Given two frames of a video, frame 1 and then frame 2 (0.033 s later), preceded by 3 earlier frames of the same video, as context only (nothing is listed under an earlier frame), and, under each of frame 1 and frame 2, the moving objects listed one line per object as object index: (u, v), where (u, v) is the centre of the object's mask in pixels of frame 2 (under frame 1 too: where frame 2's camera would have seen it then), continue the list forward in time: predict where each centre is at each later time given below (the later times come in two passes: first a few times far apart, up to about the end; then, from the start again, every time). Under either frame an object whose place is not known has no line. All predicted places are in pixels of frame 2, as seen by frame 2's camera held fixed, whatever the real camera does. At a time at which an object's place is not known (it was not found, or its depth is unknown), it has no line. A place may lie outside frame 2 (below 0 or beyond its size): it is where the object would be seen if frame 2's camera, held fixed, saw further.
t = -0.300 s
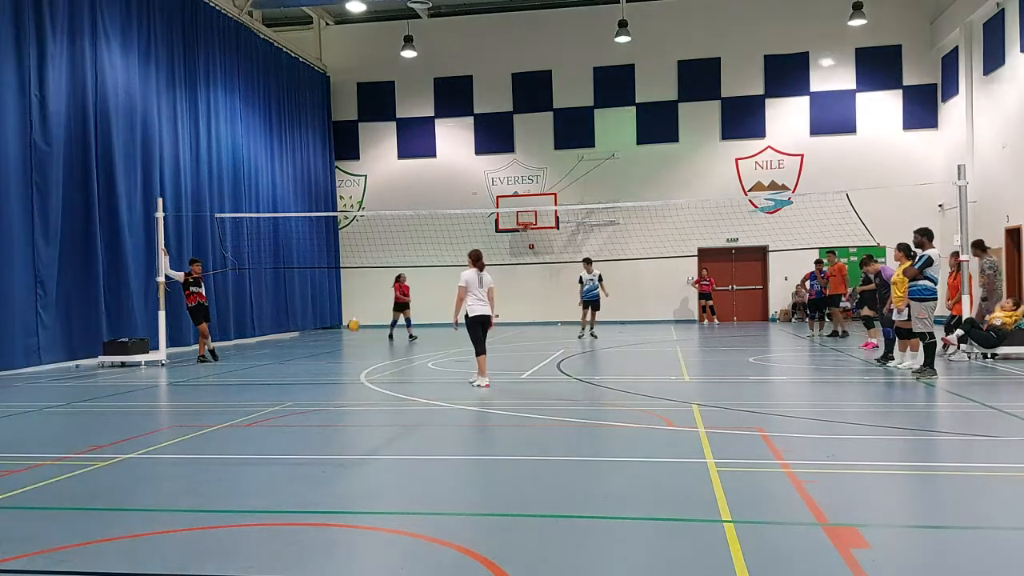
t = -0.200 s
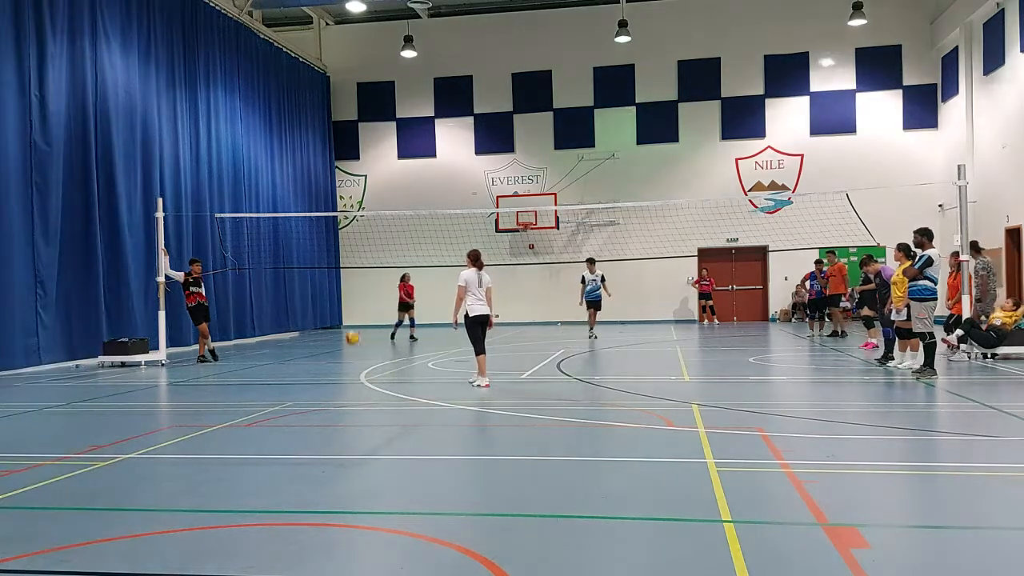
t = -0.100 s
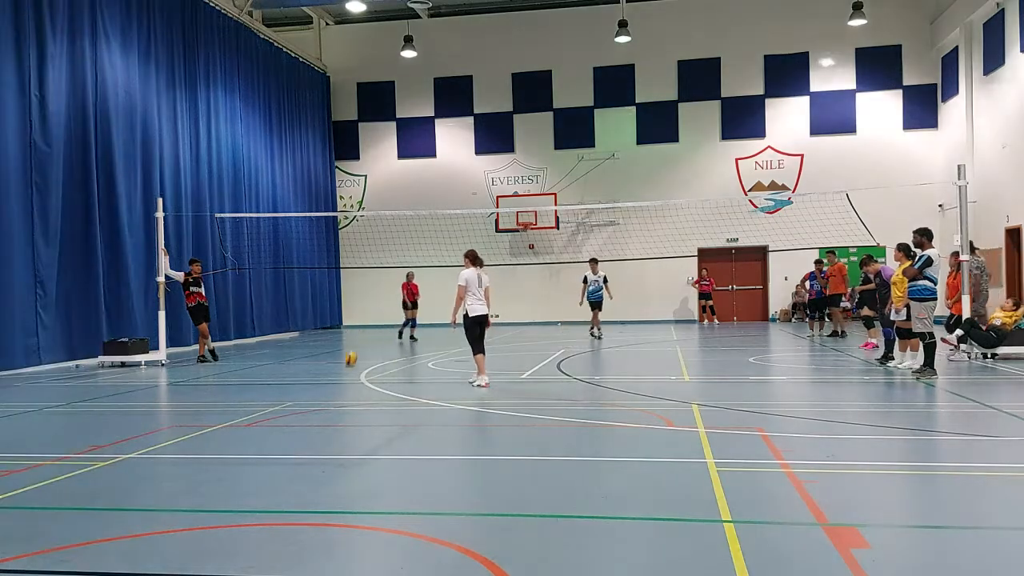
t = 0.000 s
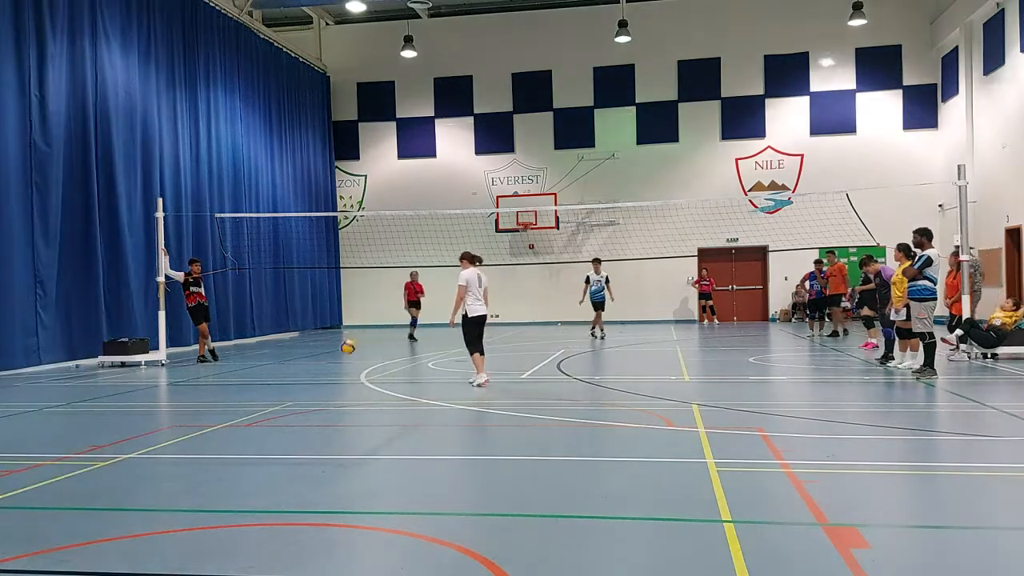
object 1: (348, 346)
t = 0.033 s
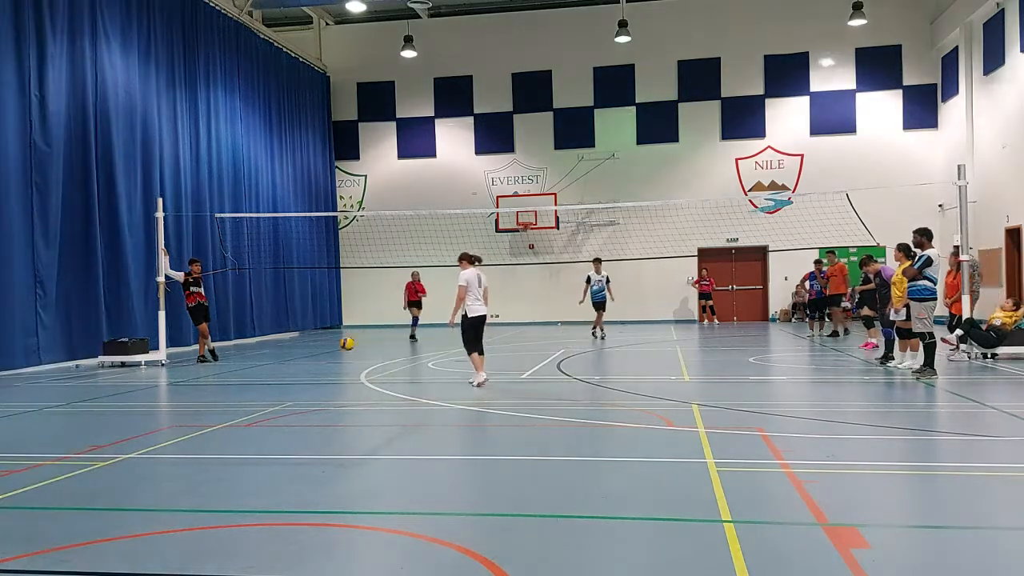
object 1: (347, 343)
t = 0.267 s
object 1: (342, 340)
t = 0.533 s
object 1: (336, 366)
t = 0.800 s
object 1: (328, 363)
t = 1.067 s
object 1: (319, 379)
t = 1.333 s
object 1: (307, 408)
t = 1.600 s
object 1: (293, 414)
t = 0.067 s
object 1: (346, 340)
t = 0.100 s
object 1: (346, 339)
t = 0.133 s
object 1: (345, 337)
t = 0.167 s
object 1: (344, 337)
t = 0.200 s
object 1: (343, 337)
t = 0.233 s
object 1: (342, 338)
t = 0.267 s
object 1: (342, 340)
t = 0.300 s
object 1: (341, 343)
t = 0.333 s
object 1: (340, 347)
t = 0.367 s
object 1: (339, 351)
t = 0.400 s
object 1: (338, 357)
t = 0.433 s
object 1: (338, 363)
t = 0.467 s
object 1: (337, 372)
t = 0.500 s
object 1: (336, 371)
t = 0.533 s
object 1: (336, 366)
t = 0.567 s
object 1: (334, 363)
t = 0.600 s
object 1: (333, 360)
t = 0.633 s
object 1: (332, 358)
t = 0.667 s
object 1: (332, 357)
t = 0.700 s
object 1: (330, 357)
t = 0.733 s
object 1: (329, 358)
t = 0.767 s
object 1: (329, 360)
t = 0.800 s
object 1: (328, 363)
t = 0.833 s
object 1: (327, 367)
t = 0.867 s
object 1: (326, 372)
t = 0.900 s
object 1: (325, 378)
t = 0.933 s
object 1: (324, 386)
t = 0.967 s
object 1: (323, 387)
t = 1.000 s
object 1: (322, 384)
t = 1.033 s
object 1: (320, 381)
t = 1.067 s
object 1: (319, 379)
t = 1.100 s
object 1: (318, 379)
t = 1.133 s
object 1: (316, 379)
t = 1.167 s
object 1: (315, 380)
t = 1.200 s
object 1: (313, 383)
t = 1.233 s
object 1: (312, 387)
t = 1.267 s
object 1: (311, 392)
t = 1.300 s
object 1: (309, 399)
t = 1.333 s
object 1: (307, 408)
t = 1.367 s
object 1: (306, 405)
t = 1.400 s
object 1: (304, 402)
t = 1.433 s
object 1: (303, 401)
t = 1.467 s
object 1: (301, 401)
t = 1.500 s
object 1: (299, 402)
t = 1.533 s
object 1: (297, 404)
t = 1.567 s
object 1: (295, 408)
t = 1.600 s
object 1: (293, 414)
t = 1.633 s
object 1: (291, 422)
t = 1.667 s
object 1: (289, 428)
